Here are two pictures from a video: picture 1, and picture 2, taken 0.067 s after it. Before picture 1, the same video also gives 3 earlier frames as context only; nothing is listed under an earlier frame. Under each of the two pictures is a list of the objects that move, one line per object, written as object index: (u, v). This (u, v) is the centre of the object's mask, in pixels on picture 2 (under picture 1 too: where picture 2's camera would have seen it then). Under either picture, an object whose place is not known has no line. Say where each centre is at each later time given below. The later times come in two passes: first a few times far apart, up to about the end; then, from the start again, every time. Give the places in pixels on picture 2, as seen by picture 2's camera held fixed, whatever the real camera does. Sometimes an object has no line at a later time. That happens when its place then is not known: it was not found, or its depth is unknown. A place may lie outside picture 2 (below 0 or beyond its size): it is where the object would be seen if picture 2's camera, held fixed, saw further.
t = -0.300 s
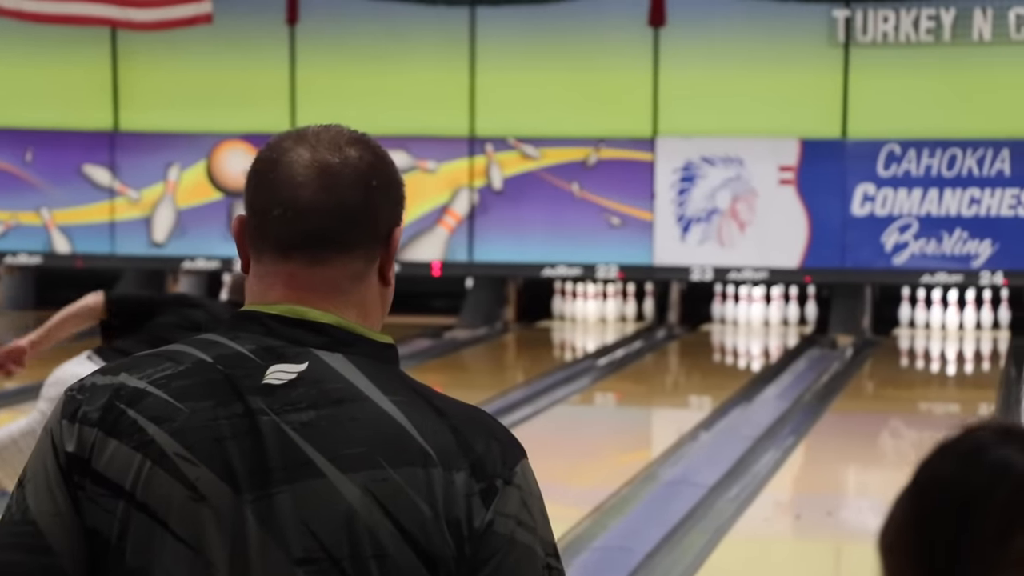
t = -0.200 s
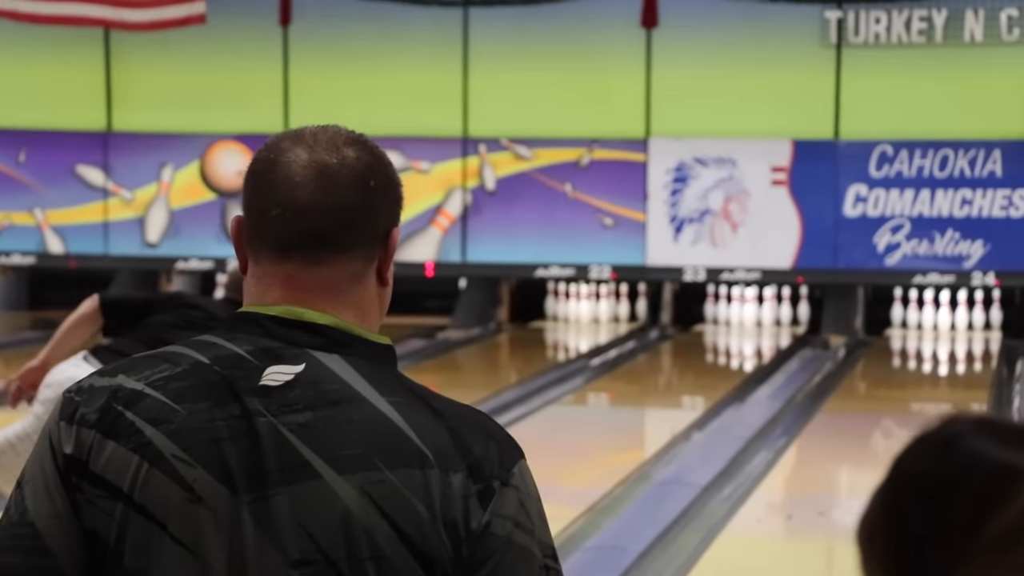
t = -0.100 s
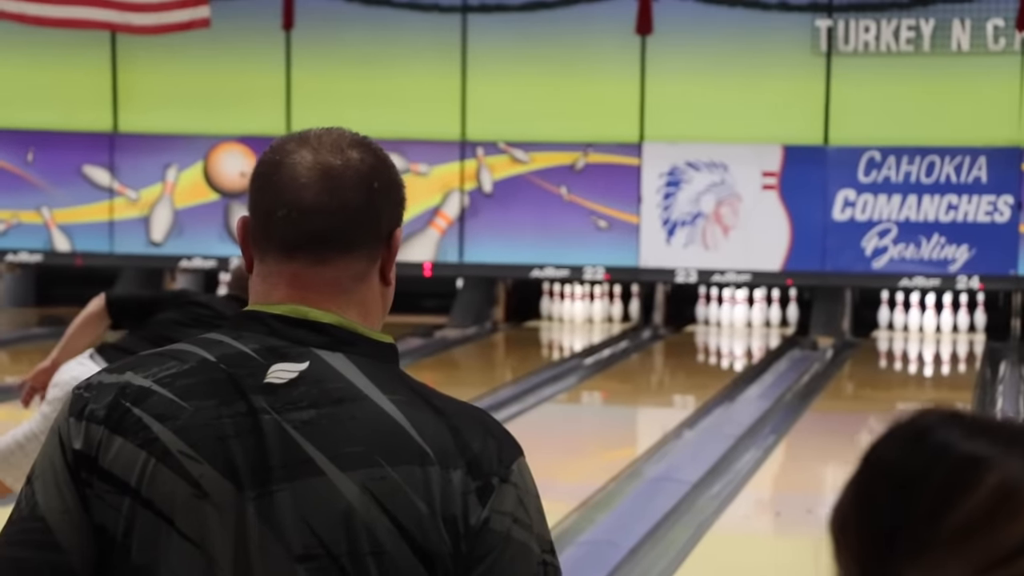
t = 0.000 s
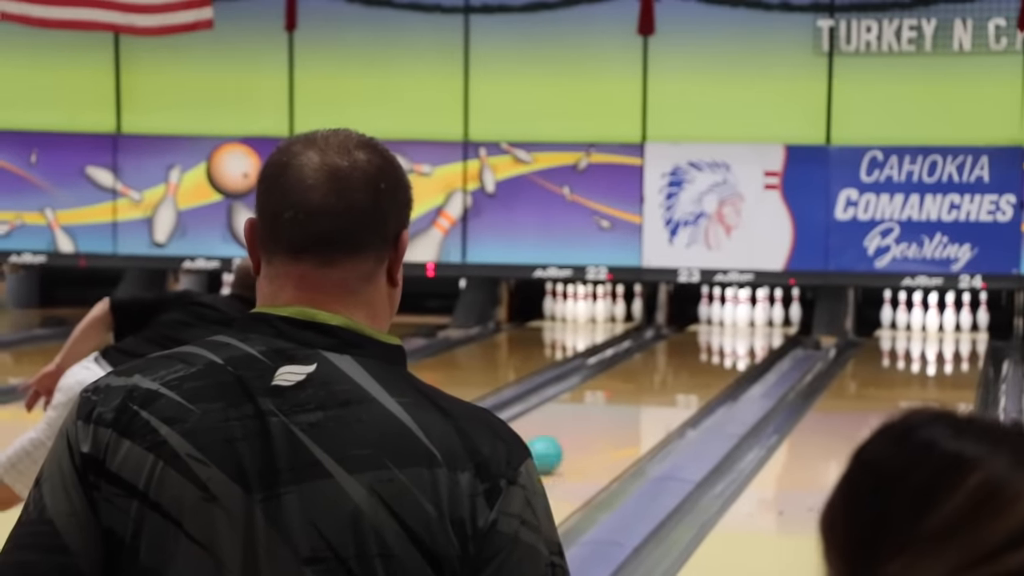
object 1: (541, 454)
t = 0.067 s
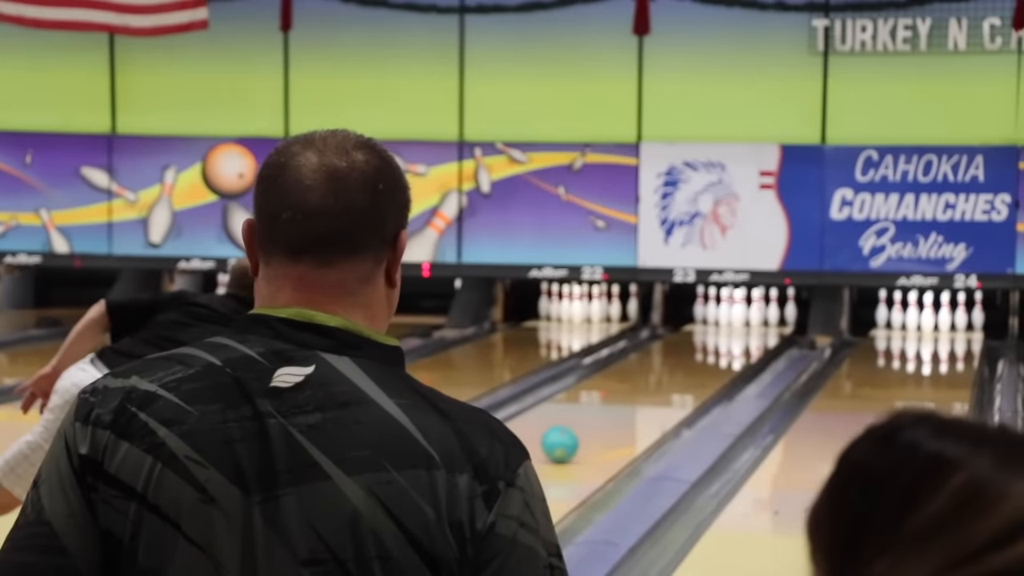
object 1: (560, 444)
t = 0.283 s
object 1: (618, 413)
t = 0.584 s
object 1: (678, 379)
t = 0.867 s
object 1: (718, 357)
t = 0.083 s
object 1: (565, 442)
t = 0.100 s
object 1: (570, 439)
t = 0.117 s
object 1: (574, 437)
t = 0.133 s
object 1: (579, 434)
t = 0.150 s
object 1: (584, 431)
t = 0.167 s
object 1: (588, 429)
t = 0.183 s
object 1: (593, 426)
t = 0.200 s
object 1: (598, 424)
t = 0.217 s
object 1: (602, 422)
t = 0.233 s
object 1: (606, 419)
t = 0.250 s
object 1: (610, 417)
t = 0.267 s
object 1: (614, 415)
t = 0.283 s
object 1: (618, 413)
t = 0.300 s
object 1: (622, 411)
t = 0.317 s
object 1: (625, 409)
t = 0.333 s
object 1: (628, 407)
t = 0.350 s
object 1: (633, 405)
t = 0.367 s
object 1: (637, 403)
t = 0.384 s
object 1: (639, 401)
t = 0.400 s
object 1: (643, 399)
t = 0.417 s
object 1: (647, 397)
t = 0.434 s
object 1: (651, 395)
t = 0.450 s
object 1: (654, 393)
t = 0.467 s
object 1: (658, 391)
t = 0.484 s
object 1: (660, 391)
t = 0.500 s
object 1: (663, 388)
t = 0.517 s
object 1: (667, 386)
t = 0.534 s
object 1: (670, 384)
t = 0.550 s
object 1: (673, 383)
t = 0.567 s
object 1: (675, 381)
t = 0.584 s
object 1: (678, 379)
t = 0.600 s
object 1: (680, 378)
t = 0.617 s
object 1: (684, 376)
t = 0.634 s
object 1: (686, 375)
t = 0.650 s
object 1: (689, 374)
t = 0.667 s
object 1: (691, 372)
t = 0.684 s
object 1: (694, 371)
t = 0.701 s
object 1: (696, 370)
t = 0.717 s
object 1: (698, 368)
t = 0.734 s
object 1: (701, 366)
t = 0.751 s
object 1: (704, 365)
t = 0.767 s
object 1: (704, 364)
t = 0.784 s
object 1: (707, 363)
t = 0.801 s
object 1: (709, 361)
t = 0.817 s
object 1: (711, 360)
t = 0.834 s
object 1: (713, 359)
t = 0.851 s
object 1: (715, 358)
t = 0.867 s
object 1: (718, 357)
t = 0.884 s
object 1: (719, 356)
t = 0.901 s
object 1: (719, 355)
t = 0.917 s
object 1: (721, 354)
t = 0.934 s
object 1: (723, 352)
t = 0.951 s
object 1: (725, 352)
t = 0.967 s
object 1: (726, 350)
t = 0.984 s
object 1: (729, 348)
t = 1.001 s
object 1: (729, 347)
